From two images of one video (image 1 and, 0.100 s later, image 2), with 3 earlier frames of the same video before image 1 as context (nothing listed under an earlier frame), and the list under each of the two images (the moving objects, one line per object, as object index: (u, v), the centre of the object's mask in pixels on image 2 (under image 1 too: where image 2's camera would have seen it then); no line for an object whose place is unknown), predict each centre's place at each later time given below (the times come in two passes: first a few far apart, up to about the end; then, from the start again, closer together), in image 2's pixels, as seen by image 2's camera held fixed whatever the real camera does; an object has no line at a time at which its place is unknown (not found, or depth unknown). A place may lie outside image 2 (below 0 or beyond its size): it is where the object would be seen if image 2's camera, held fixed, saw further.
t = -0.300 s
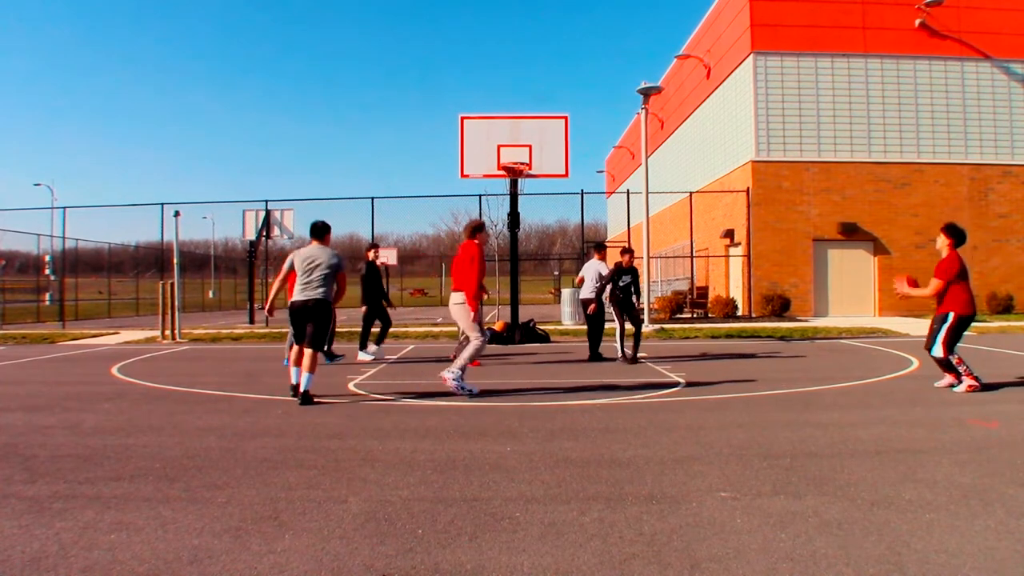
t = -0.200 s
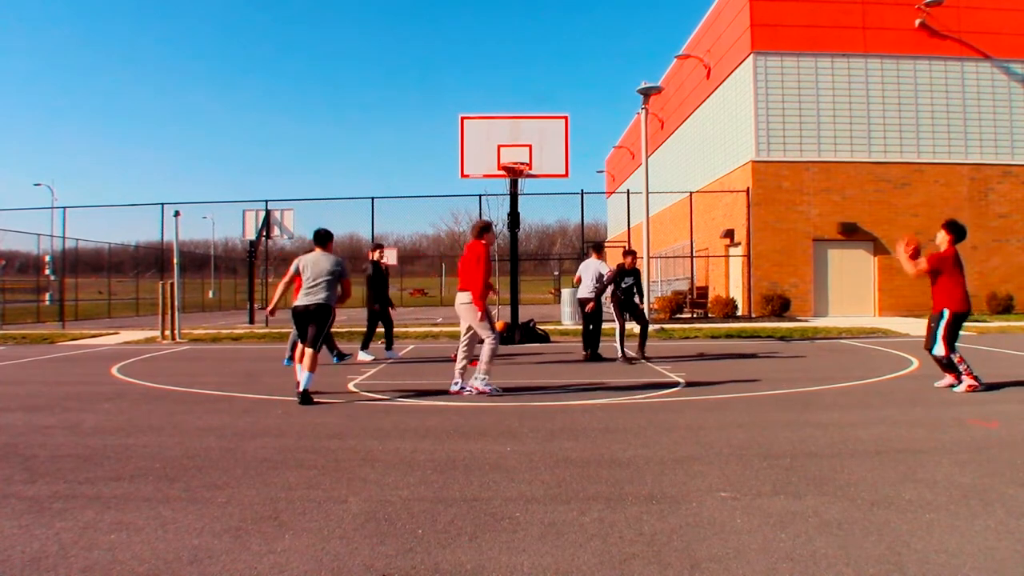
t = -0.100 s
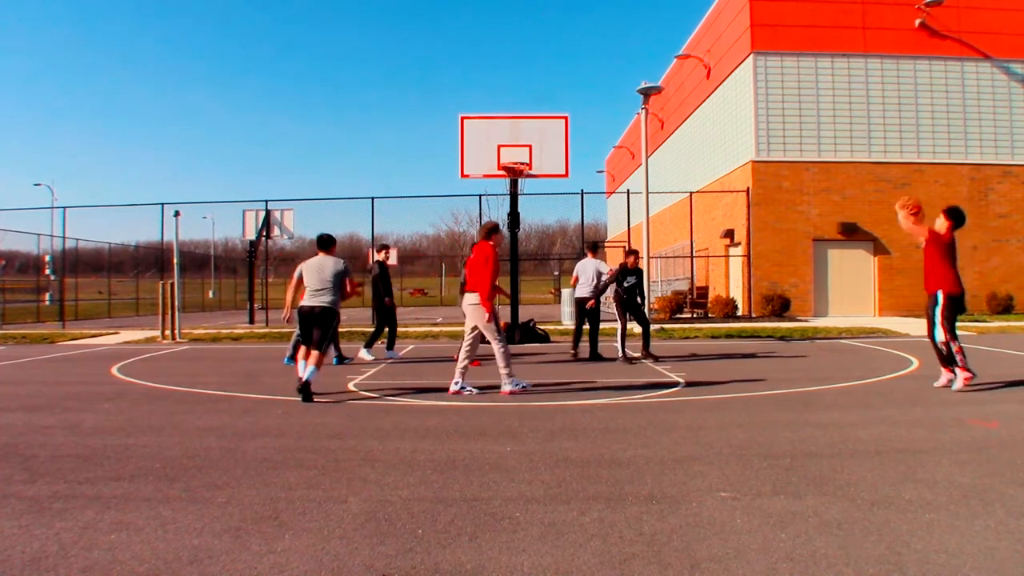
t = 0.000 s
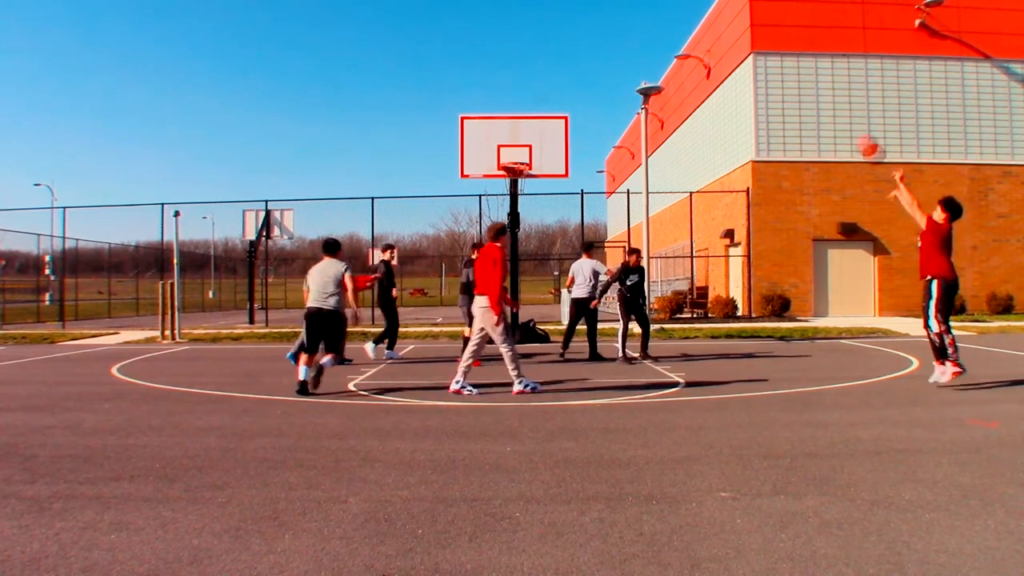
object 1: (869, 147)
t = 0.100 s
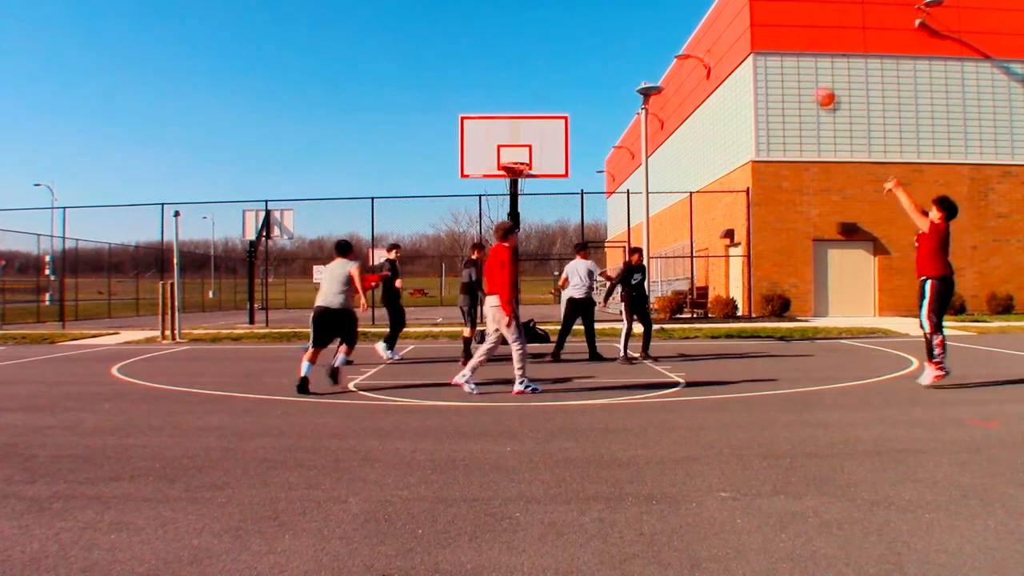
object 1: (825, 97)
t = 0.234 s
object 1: (773, 51)
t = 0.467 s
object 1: (696, 12)
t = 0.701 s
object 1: (633, 14)
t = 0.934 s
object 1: (578, 50)
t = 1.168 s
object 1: (531, 111)
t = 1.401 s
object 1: (529, 152)
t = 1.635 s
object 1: (562, 123)
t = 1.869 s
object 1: (593, 125)
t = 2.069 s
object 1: (621, 152)
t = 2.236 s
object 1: (644, 196)
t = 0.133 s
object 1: (812, 84)
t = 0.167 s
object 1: (800, 73)
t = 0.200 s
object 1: (786, 60)
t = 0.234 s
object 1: (773, 51)
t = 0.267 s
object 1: (761, 43)
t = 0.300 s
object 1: (752, 38)
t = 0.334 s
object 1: (739, 29)
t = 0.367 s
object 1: (728, 23)
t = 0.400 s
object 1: (718, 19)
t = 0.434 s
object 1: (706, 15)
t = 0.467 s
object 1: (696, 12)
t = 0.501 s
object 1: (687, 10)
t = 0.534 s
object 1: (677, 8)
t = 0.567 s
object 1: (668, 8)
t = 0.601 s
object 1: (658, 9)
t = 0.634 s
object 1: (650, 10)
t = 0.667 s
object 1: (641, 12)
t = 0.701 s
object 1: (633, 14)
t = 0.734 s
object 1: (624, 17)
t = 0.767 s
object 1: (616, 21)
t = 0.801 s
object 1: (608, 26)
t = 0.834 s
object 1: (601, 31)
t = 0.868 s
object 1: (593, 36)
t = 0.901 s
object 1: (585, 43)
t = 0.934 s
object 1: (578, 50)
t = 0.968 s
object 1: (571, 57)
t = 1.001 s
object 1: (564, 64)
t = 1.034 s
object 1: (557, 73)
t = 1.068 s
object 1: (550, 82)
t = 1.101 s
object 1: (543, 92)
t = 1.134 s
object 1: (537, 101)
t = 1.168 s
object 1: (531, 111)
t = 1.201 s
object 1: (524, 124)
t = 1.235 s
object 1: (518, 135)
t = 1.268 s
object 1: (512, 148)
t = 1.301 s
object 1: (506, 159)
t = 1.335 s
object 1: (513, 159)
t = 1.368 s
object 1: (523, 158)
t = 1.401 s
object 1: (529, 152)
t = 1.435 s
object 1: (534, 146)
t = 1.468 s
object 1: (538, 140)
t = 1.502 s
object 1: (543, 136)
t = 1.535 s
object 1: (547, 131)
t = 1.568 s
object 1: (552, 128)
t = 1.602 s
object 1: (556, 125)
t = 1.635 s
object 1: (562, 123)
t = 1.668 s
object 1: (565, 121)
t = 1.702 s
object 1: (570, 120)
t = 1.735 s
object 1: (574, 119)
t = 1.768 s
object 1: (579, 120)
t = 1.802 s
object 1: (583, 121)
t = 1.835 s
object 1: (588, 123)
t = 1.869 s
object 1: (593, 125)
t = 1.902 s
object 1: (597, 128)
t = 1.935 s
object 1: (602, 131)
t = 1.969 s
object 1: (606, 136)
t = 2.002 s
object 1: (611, 141)
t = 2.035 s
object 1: (616, 147)
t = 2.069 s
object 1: (621, 152)
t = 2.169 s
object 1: (635, 177)
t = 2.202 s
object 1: (640, 186)
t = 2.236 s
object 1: (644, 196)
